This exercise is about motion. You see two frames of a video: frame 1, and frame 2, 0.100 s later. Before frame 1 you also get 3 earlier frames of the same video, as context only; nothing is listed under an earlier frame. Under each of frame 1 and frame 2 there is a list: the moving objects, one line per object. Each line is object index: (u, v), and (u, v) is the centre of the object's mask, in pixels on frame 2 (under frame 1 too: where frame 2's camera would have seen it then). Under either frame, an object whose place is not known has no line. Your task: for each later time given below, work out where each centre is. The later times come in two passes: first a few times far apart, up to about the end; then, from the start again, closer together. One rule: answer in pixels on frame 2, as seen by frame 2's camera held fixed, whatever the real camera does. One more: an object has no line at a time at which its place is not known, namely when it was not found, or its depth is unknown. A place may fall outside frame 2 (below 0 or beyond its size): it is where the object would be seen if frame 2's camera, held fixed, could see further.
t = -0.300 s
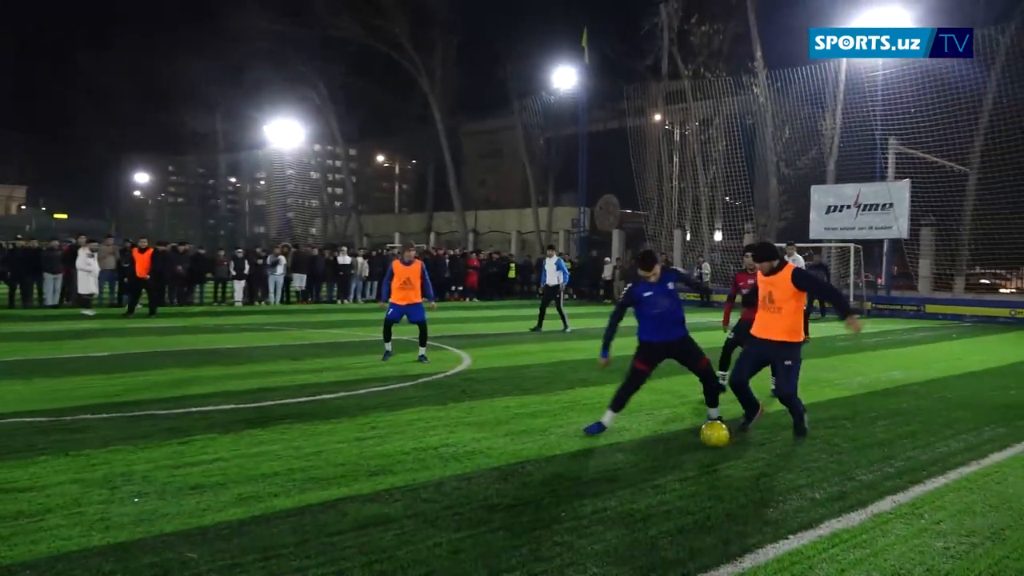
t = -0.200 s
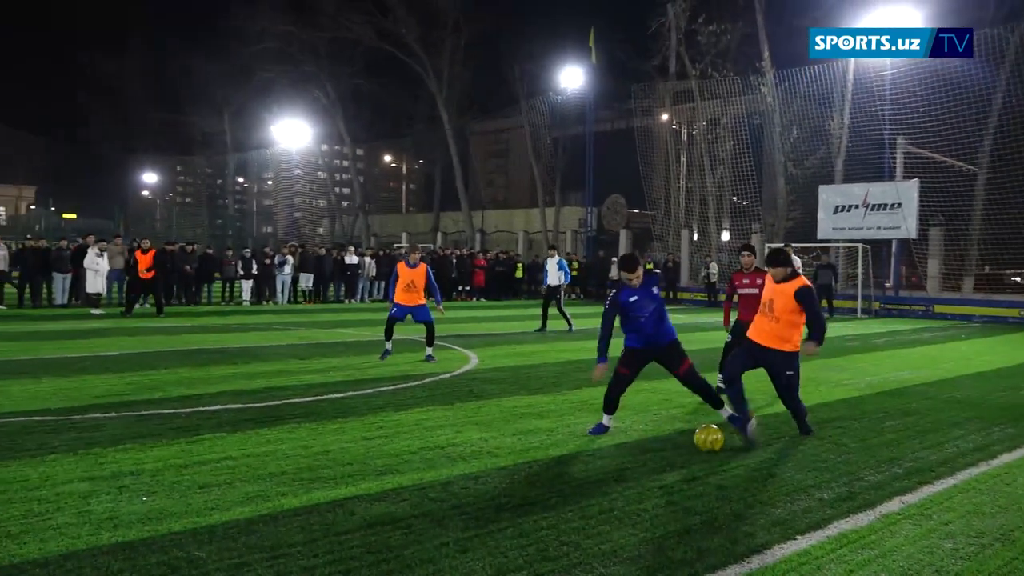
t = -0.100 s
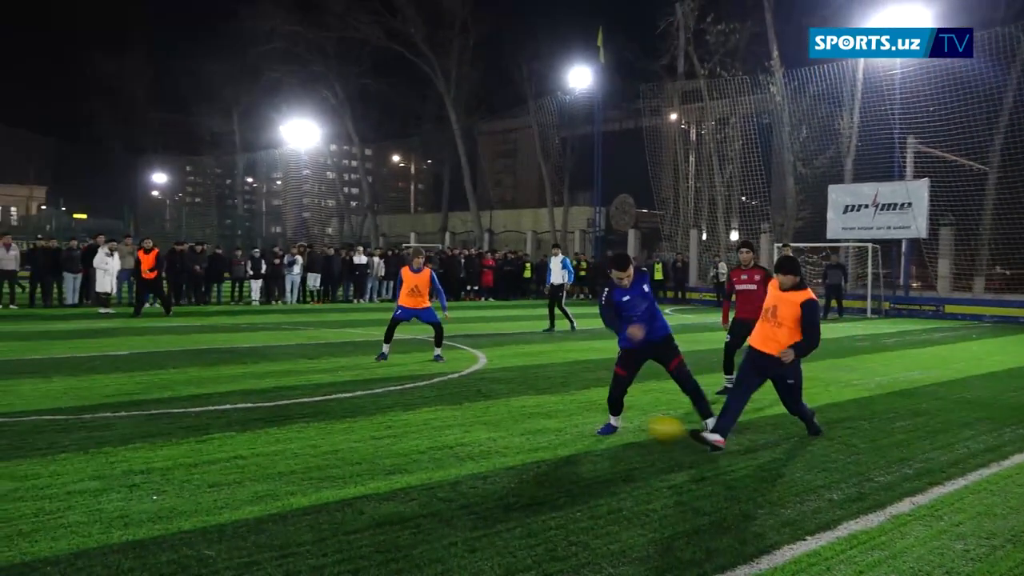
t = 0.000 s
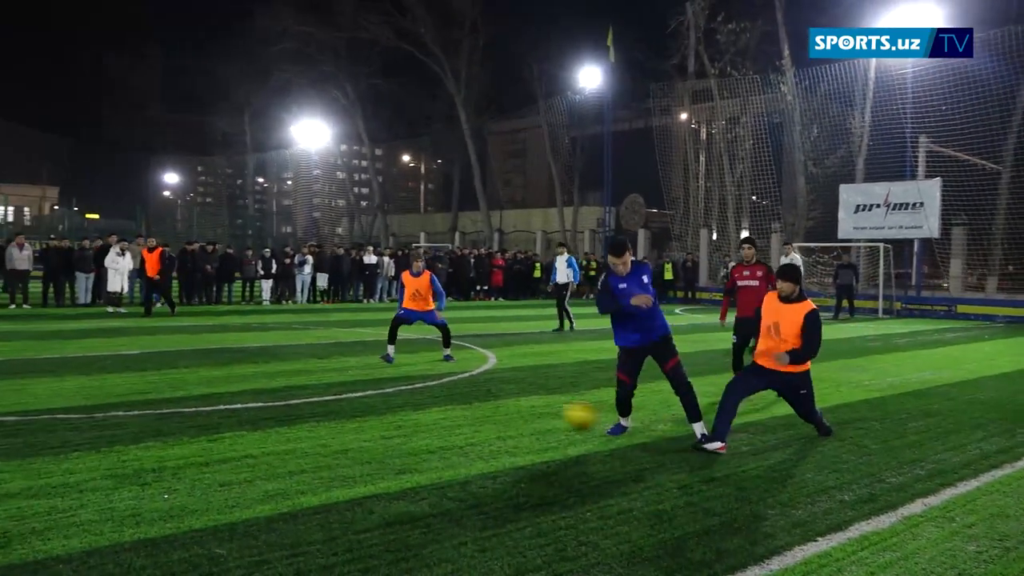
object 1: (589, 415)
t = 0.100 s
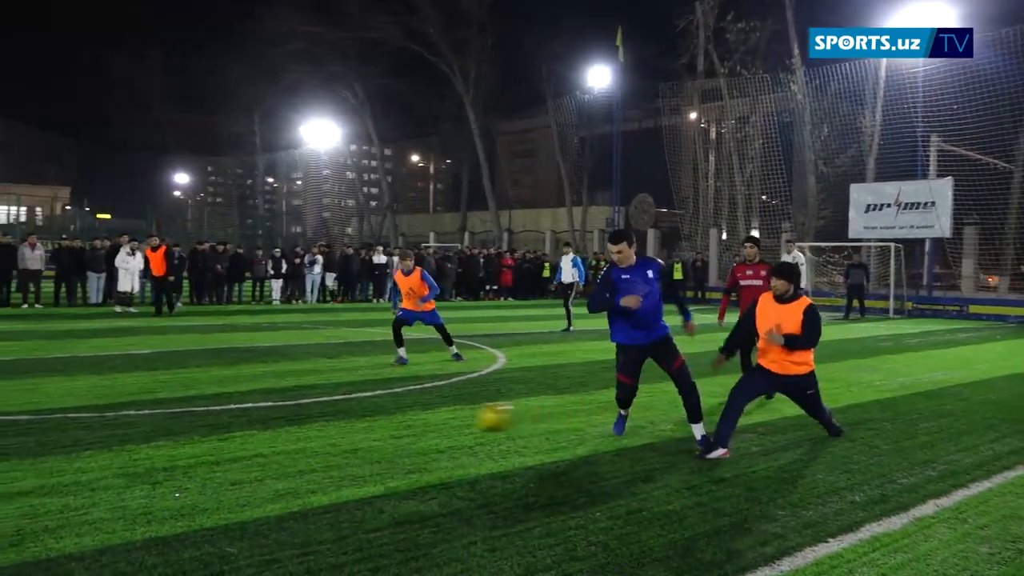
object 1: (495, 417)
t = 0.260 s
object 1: (337, 446)
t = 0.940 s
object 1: (-133, 449)
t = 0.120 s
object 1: (475, 419)
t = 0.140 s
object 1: (458, 421)
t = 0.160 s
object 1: (438, 424)
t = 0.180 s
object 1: (418, 427)
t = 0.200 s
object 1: (398, 431)
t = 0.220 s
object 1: (378, 436)
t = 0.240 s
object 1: (356, 442)
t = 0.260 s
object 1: (337, 446)
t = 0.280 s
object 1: (320, 445)
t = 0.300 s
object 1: (306, 443)
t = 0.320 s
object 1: (291, 441)
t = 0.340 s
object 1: (276, 440)
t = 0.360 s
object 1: (261, 439)
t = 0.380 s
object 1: (246, 438)
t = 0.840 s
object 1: (-67, 448)
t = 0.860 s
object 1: (-80, 448)
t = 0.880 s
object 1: (-93, 449)
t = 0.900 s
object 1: (-106, 450)
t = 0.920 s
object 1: (-120, 451)
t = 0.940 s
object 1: (-133, 449)
